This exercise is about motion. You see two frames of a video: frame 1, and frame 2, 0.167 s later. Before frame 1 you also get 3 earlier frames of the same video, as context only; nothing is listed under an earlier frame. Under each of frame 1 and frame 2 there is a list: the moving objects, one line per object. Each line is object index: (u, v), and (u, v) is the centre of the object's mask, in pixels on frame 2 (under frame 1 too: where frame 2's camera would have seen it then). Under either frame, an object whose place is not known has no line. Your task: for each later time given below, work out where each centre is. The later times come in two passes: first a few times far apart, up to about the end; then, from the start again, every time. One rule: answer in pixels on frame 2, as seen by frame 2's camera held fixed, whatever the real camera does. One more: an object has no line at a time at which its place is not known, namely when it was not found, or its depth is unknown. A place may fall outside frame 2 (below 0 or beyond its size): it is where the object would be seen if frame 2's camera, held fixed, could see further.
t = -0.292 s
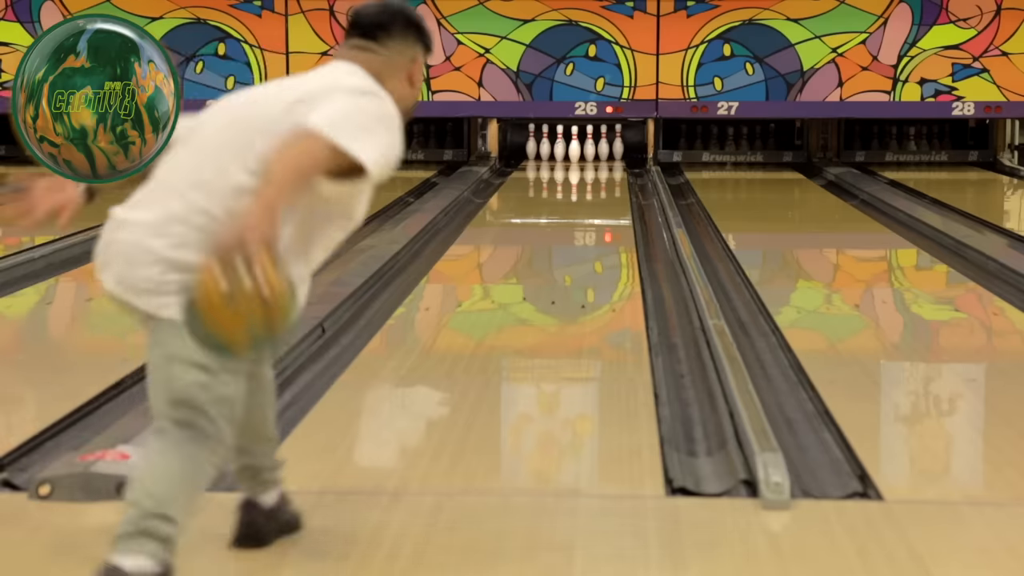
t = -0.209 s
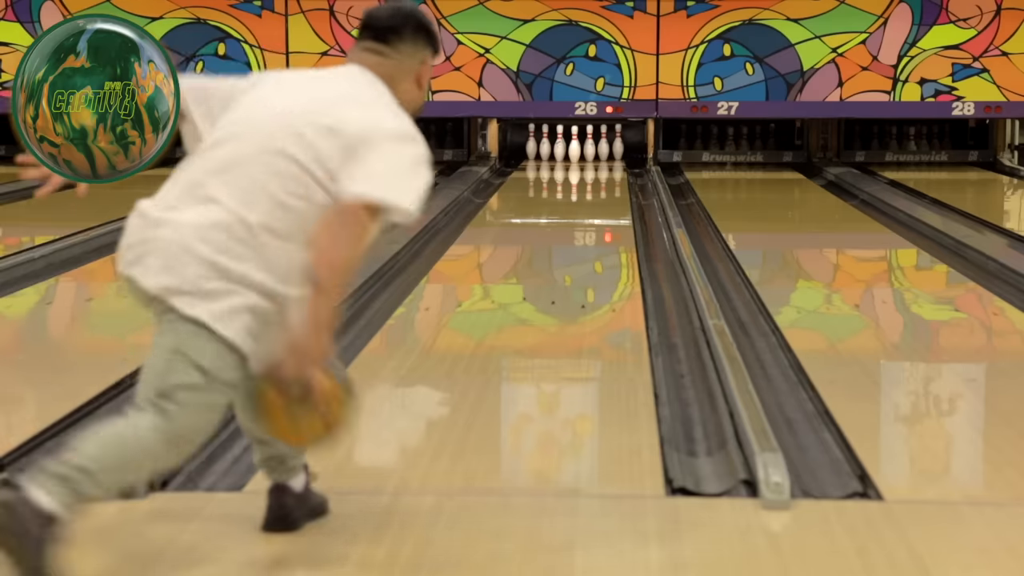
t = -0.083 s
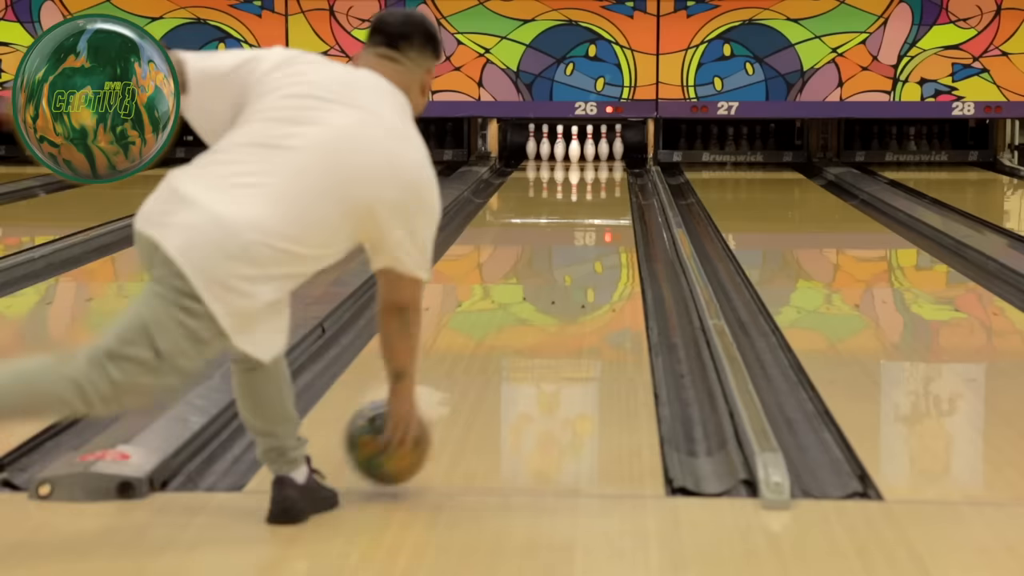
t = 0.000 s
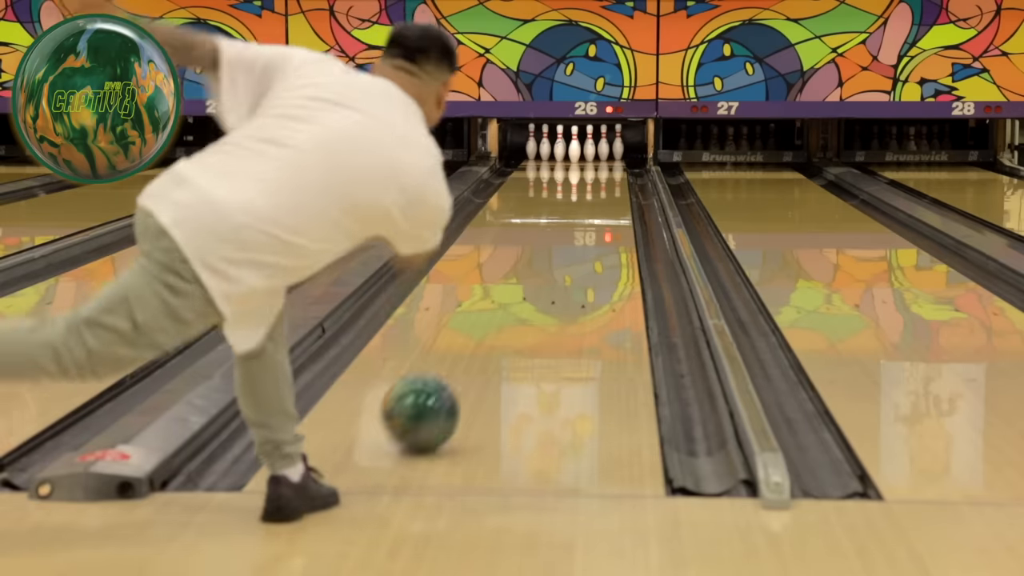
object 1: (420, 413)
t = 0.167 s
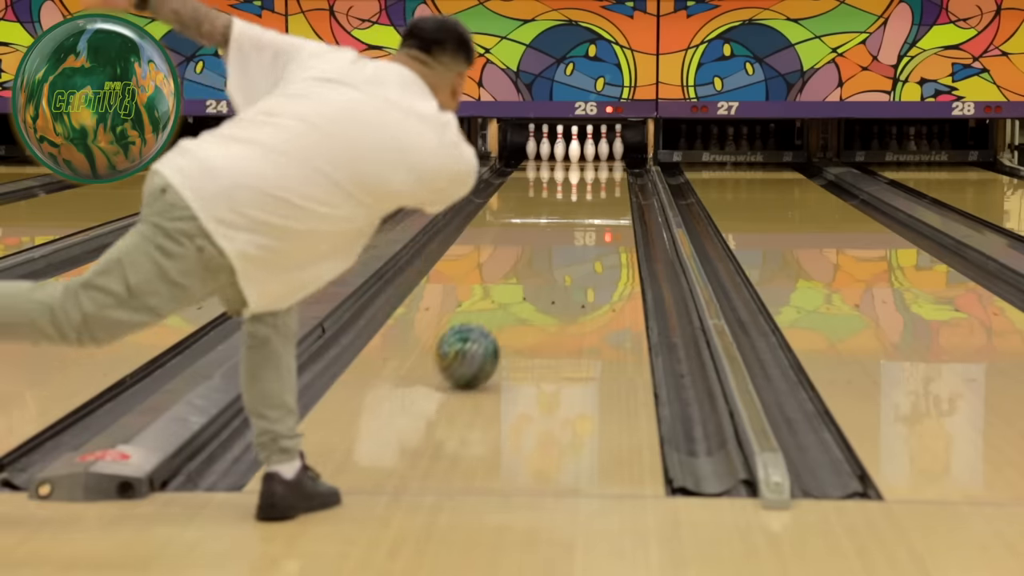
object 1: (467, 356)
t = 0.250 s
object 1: (485, 334)
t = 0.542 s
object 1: (530, 276)
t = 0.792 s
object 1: (554, 243)
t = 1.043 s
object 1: (571, 219)
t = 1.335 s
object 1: (585, 197)
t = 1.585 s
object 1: (593, 184)
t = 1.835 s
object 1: (596, 173)
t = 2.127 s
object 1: (595, 162)
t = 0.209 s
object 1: (476, 344)
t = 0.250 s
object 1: (485, 334)
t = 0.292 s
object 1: (496, 325)
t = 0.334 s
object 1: (500, 314)
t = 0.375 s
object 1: (507, 306)
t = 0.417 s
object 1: (513, 297)
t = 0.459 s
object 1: (519, 290)
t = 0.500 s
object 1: (525, 282)
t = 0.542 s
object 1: (530, 276)
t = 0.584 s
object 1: (535, 270)
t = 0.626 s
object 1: (539, 263)
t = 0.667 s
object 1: (543, 258)
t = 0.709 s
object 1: (547, 252)
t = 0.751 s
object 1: (551, 248)
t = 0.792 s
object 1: (554, 243)
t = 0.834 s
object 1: (557, 239)
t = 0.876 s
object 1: (561, 235)
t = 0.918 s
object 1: (563, 230)
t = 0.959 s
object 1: (566, 226)
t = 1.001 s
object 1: (569, 223)
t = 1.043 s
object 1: (571, 219)
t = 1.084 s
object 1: (573, 216)
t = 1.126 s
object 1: (576, 213)
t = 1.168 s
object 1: (578, 209)
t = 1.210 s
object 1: (580, 206)
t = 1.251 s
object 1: (581, 204)
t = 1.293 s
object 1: (583, 201)
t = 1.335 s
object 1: (585, 197)
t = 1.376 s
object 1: (586, 195)
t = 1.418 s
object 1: (588, 193)
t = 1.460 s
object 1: (589, 190)
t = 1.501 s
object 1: (591, 188)
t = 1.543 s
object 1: (592, 186)
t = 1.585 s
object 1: (593, 184)
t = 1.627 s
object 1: (594, 182)
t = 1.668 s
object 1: (595, 180)
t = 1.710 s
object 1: (595, 178)
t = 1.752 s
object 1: (596, 176)
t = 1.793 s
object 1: (597, 174)
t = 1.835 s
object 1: (596, 173)
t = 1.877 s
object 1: (598, 171)
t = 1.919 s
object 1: (598, 169)
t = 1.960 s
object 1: (597, 168)
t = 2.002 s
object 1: (597, 166)
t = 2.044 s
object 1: (597, 165)
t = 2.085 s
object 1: (596, 163)
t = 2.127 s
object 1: (595, 162)
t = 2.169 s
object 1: (594, 160)
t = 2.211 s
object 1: (596, 154)
